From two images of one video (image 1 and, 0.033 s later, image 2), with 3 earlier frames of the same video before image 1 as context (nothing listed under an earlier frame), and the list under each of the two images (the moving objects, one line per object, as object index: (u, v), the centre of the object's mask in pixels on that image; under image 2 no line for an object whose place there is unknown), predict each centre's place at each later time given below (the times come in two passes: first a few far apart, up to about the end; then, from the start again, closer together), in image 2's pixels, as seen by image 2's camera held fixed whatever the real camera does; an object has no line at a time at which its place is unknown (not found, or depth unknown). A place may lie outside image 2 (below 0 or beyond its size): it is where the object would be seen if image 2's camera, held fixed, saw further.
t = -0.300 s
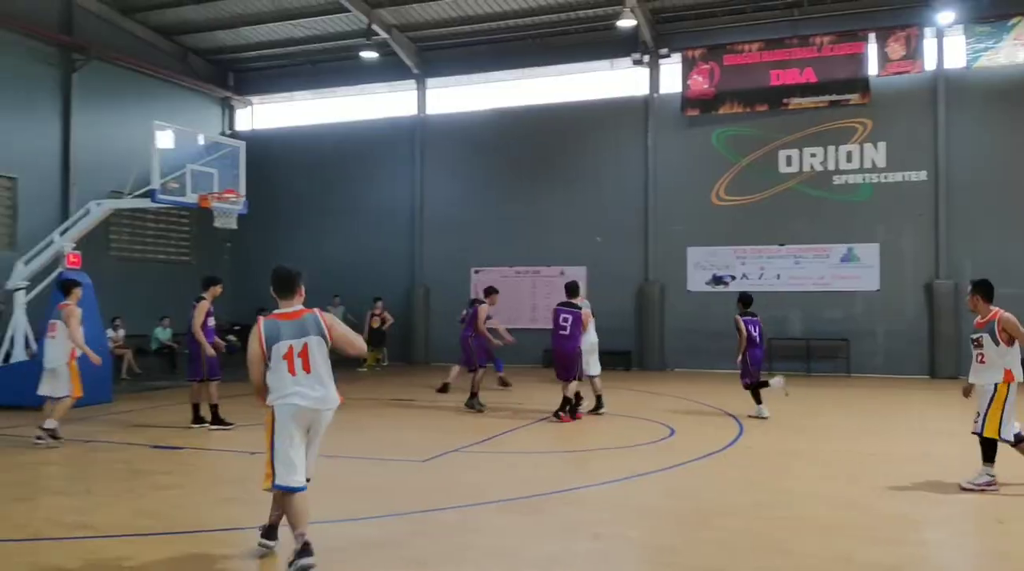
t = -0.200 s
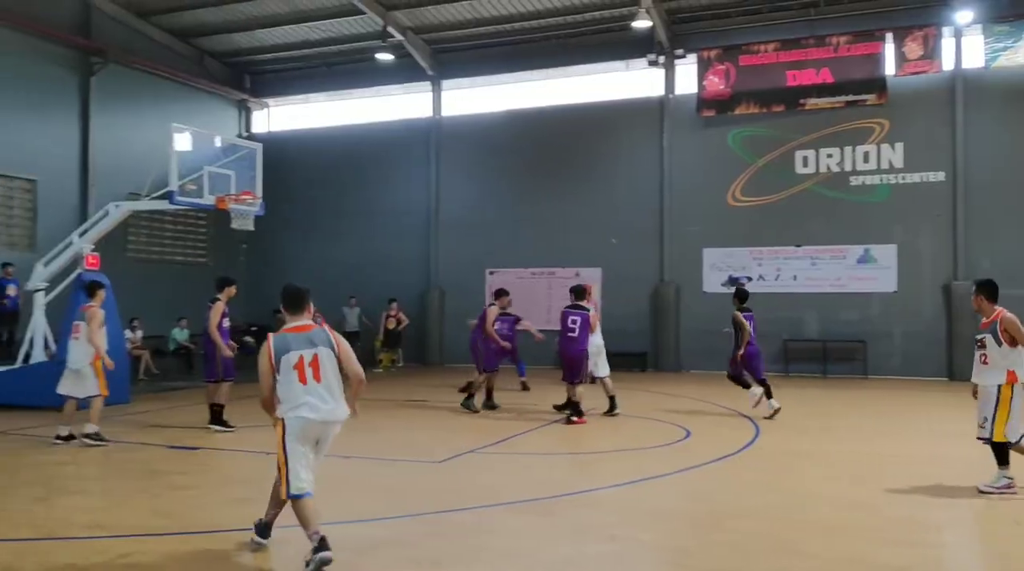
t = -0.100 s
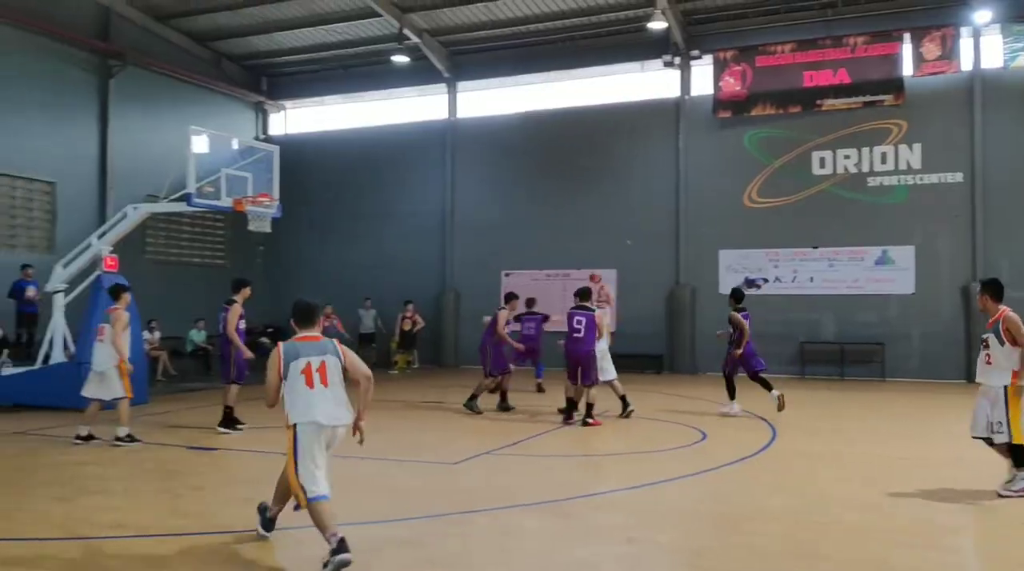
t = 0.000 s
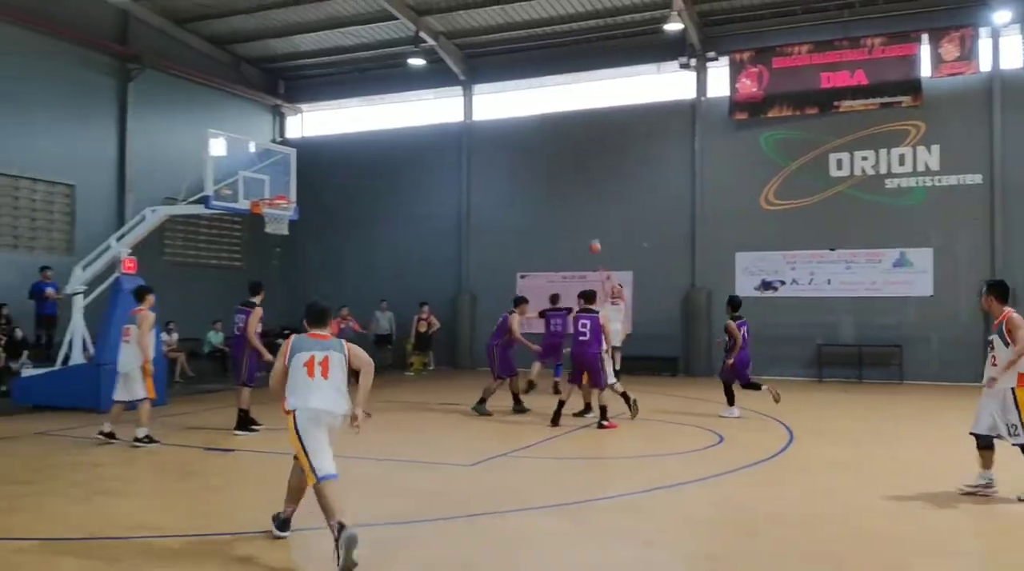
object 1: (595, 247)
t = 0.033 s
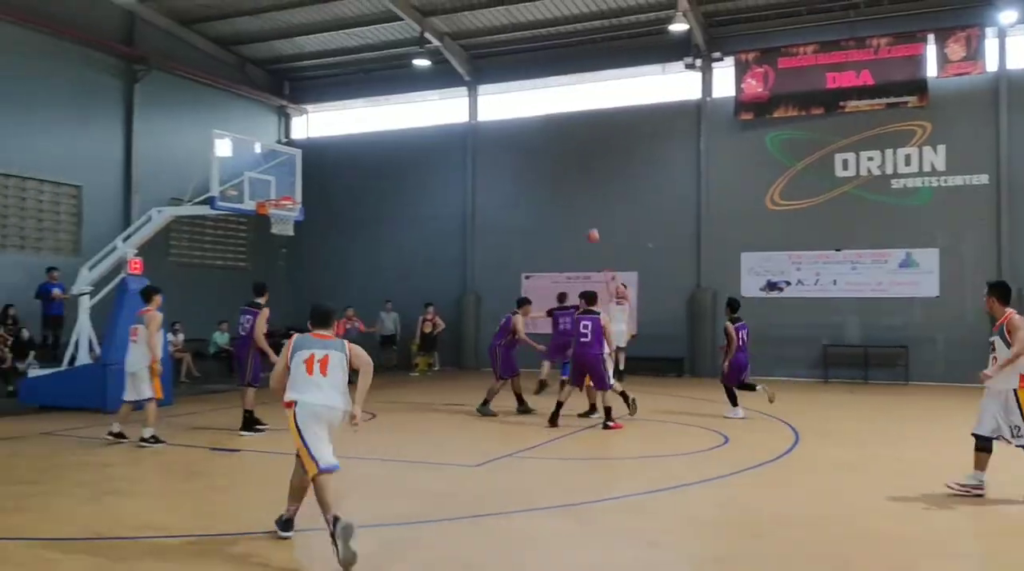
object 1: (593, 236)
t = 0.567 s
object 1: (471, 113)
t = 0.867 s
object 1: (388, 104)
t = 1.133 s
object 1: (308, 146)
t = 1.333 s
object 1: (248, 206)
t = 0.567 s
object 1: (471, 113)
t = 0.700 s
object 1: (435, 102)
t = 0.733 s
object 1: (426, 101)
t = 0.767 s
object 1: (416, 101)
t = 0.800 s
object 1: (407, 101)
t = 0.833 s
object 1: (398, 102)
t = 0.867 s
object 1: (388, 104)
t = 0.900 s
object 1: (379, 106)
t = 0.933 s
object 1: (368, 110)
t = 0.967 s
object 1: (358, 114)
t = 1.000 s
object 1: (348, 119)
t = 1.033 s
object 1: (338, 125)
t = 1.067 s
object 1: (327, 132)
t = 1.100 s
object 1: (317, 139)
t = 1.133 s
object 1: (308, 146)
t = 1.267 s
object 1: (257, 188)
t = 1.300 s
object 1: (248, 199)
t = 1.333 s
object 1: (248, 206)
